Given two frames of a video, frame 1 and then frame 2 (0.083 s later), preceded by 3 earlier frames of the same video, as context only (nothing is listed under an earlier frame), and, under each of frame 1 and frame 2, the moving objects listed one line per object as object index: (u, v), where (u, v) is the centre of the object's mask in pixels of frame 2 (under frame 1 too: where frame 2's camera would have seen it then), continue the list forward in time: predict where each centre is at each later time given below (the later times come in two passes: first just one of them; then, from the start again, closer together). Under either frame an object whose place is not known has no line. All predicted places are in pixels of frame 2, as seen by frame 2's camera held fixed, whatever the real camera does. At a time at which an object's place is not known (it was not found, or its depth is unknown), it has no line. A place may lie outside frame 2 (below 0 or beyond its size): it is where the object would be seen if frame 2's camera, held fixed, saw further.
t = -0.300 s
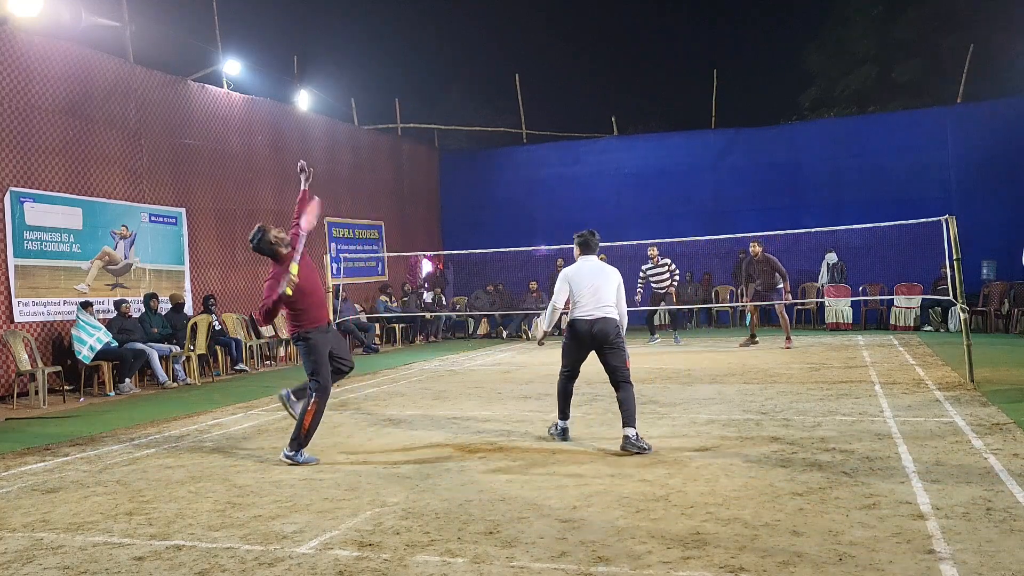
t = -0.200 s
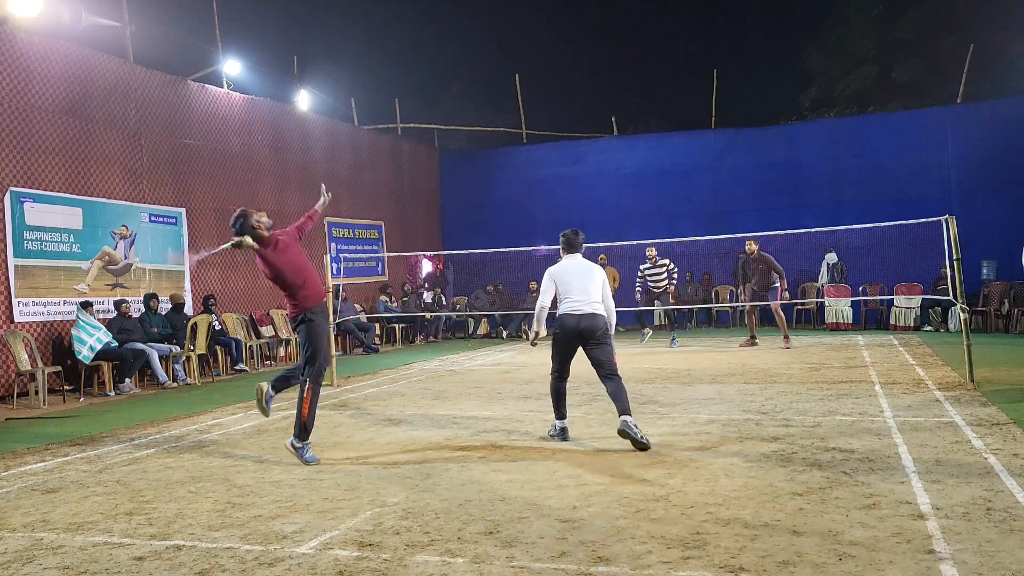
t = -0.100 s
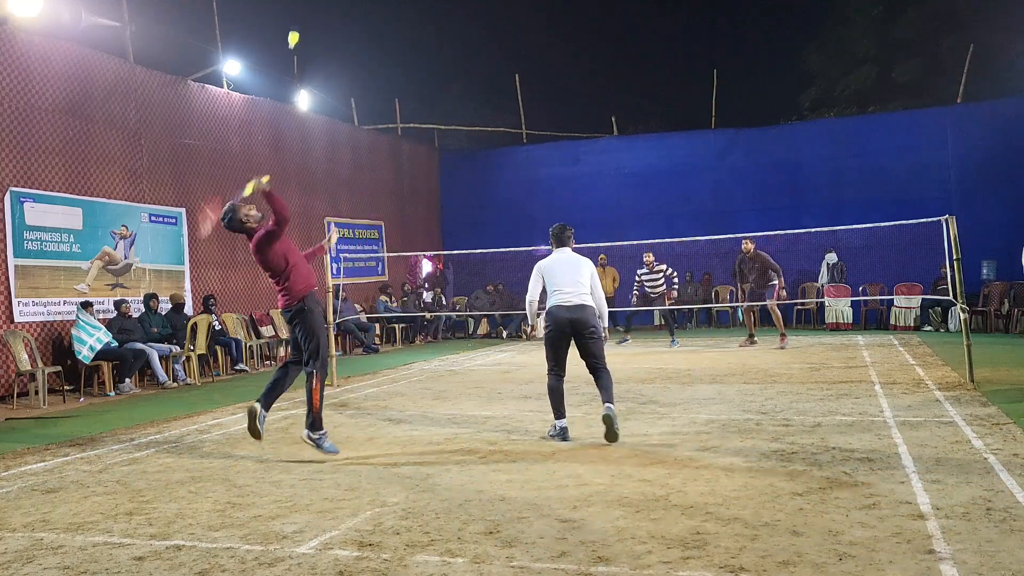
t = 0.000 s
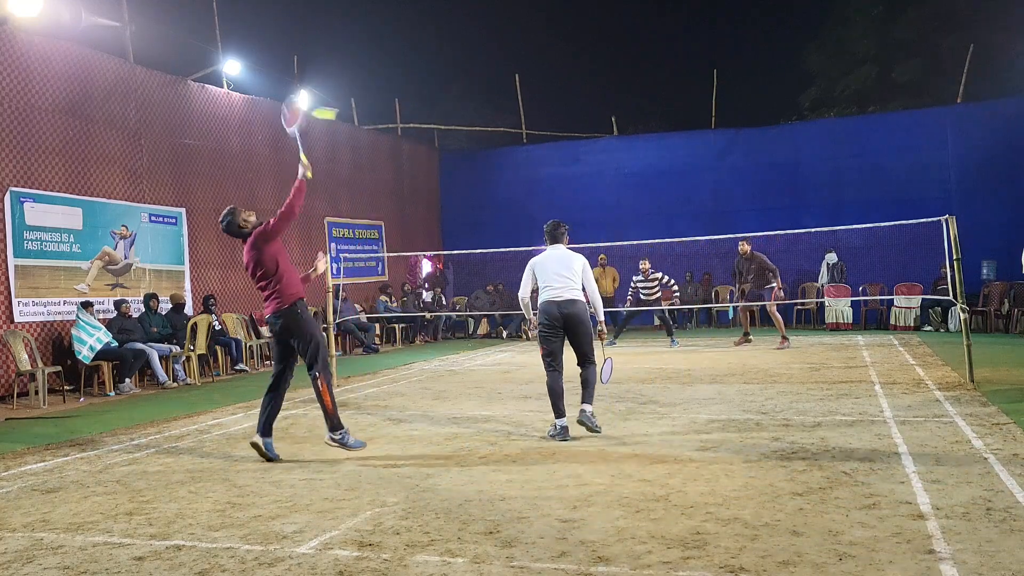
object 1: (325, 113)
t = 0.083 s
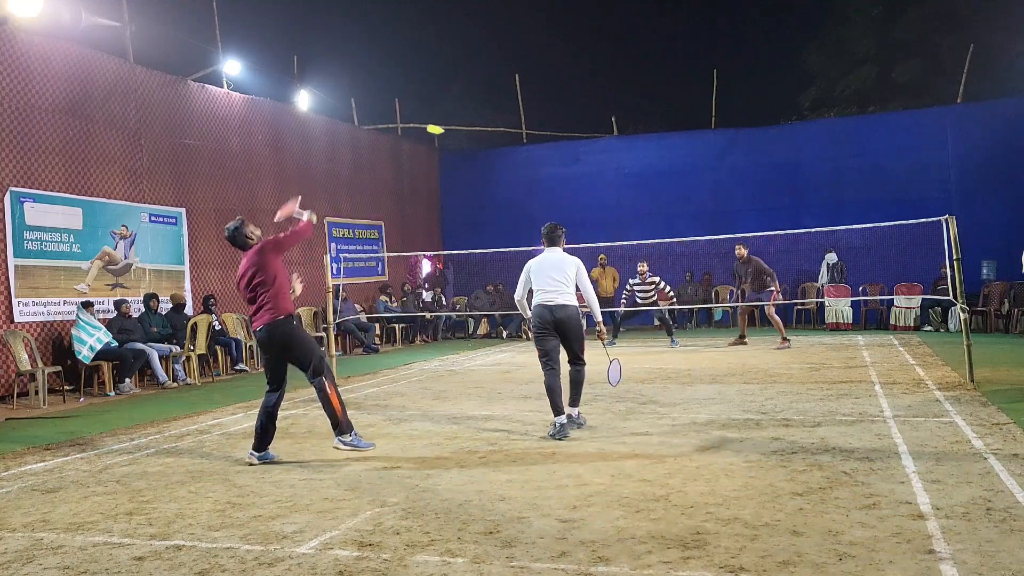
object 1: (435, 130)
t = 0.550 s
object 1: (608, 232)
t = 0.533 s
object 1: (605, 228)
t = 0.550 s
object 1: (608, 232)
